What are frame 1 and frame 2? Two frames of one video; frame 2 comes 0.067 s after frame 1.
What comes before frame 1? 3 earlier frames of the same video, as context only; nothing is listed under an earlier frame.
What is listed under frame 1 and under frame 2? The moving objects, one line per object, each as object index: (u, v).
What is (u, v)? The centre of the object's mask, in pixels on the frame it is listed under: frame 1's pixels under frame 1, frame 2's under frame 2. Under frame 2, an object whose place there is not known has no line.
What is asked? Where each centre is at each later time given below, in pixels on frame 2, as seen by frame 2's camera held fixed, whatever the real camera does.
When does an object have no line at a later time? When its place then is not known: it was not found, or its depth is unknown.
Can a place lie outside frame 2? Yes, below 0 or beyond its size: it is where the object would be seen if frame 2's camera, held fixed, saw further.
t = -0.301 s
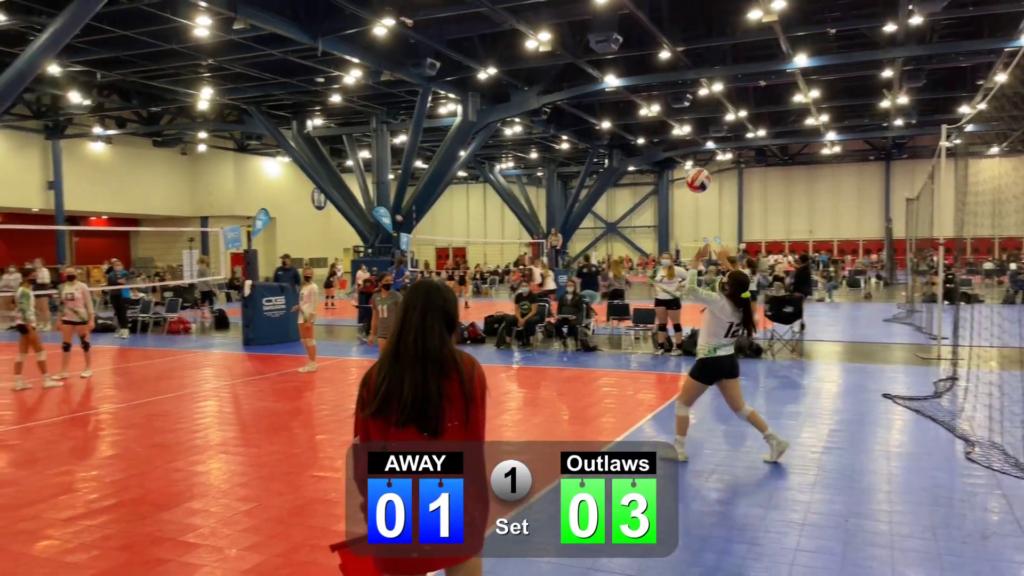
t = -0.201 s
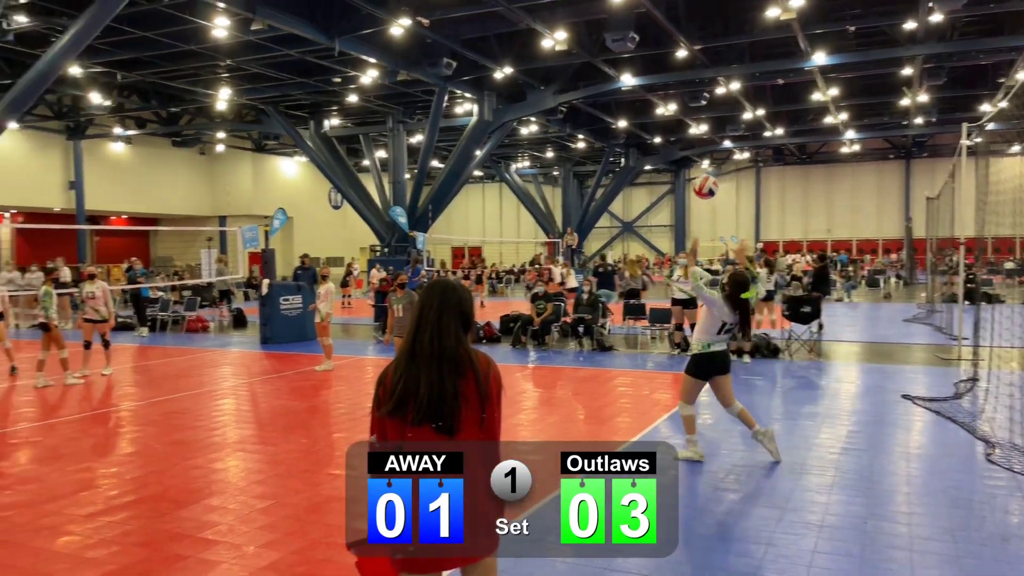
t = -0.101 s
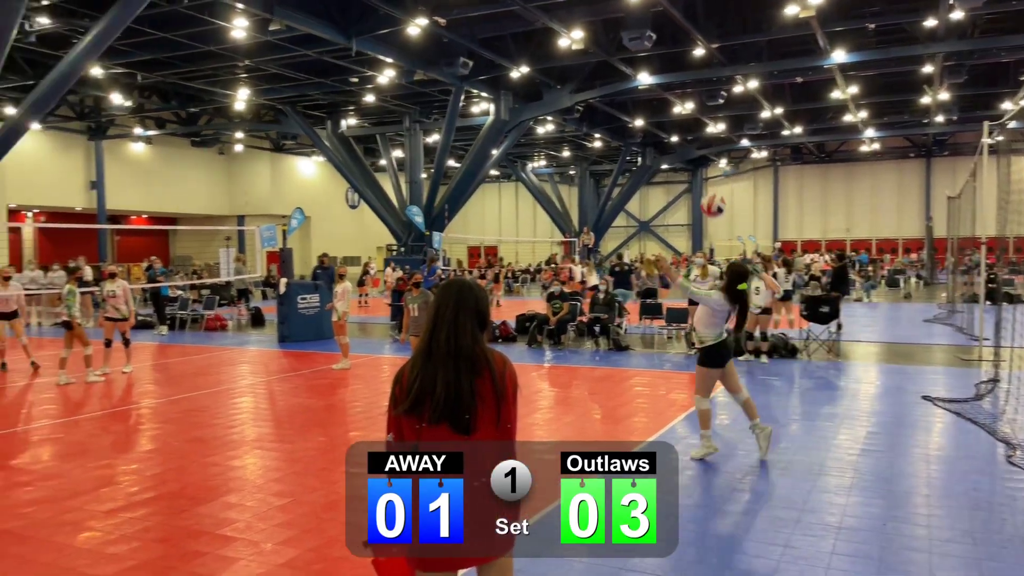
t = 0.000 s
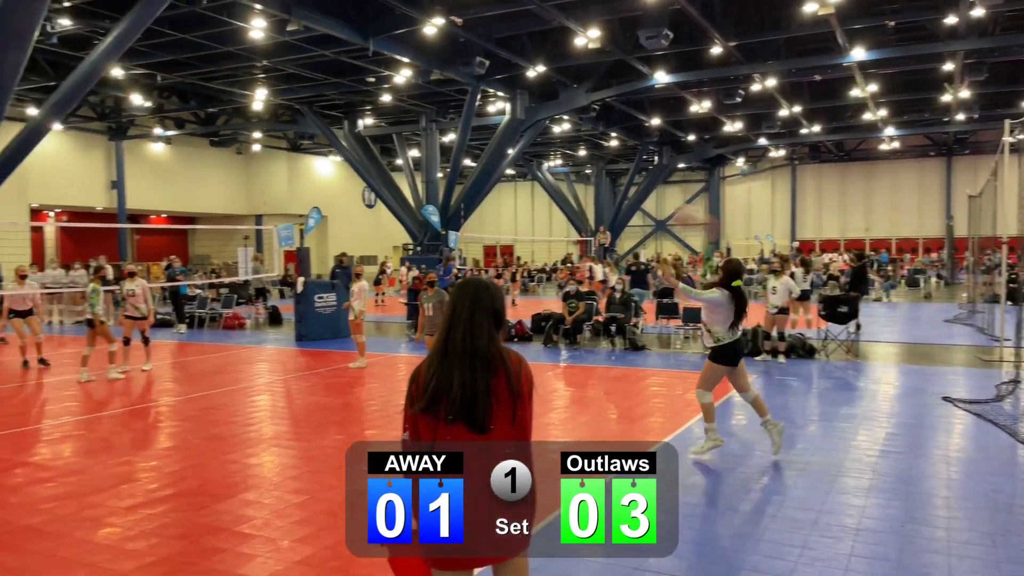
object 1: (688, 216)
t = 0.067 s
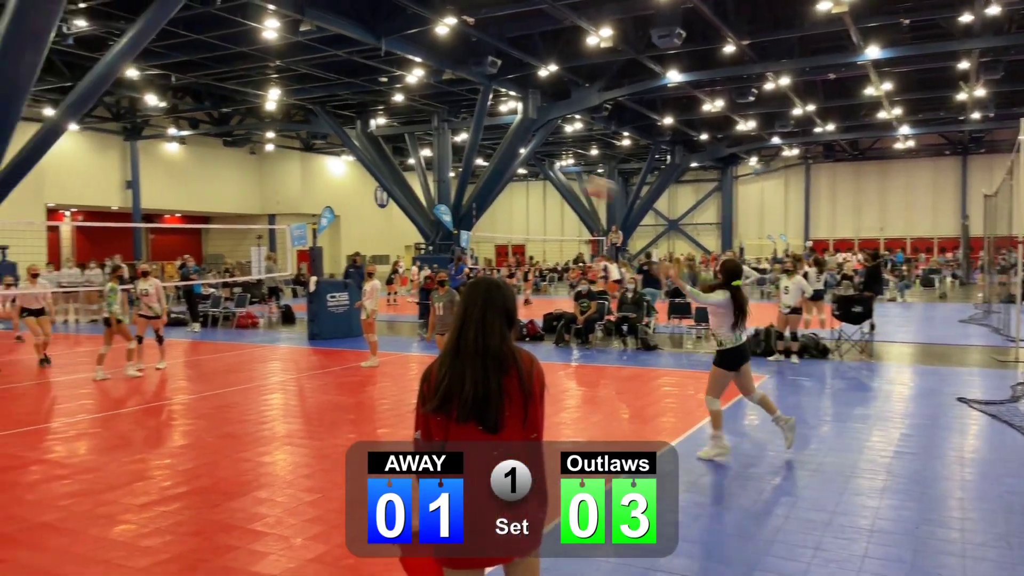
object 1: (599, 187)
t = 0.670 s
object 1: (62, 170)
